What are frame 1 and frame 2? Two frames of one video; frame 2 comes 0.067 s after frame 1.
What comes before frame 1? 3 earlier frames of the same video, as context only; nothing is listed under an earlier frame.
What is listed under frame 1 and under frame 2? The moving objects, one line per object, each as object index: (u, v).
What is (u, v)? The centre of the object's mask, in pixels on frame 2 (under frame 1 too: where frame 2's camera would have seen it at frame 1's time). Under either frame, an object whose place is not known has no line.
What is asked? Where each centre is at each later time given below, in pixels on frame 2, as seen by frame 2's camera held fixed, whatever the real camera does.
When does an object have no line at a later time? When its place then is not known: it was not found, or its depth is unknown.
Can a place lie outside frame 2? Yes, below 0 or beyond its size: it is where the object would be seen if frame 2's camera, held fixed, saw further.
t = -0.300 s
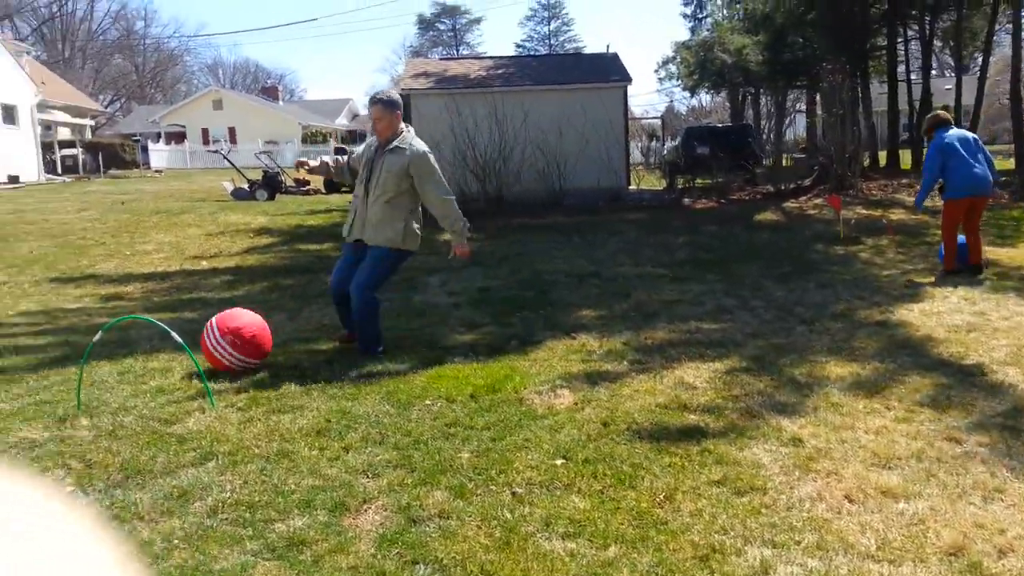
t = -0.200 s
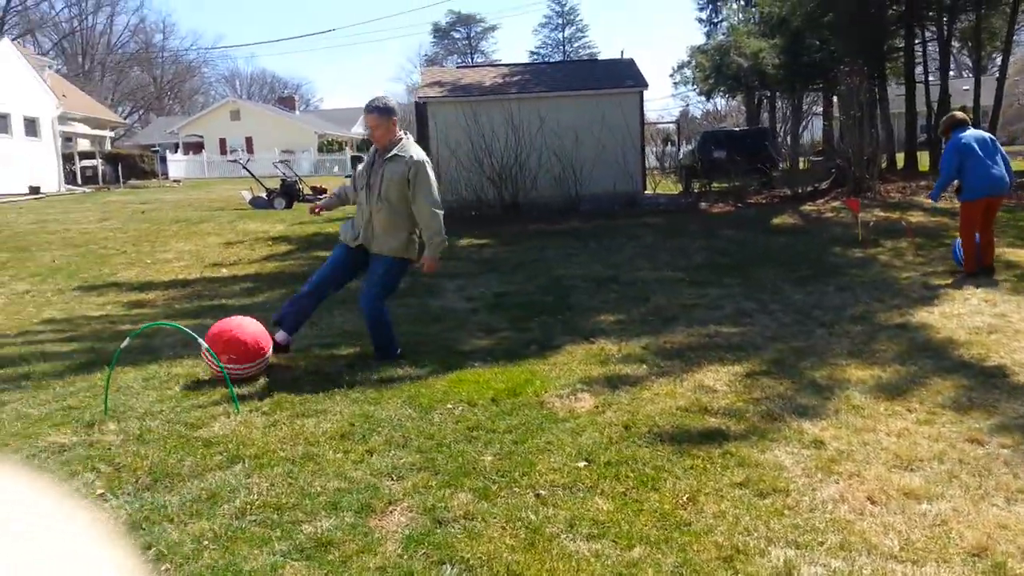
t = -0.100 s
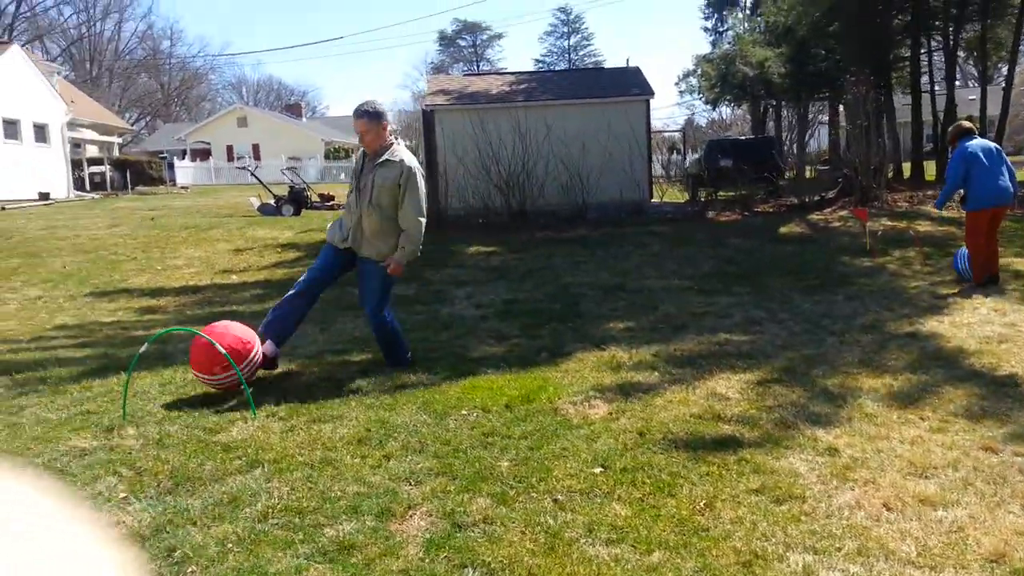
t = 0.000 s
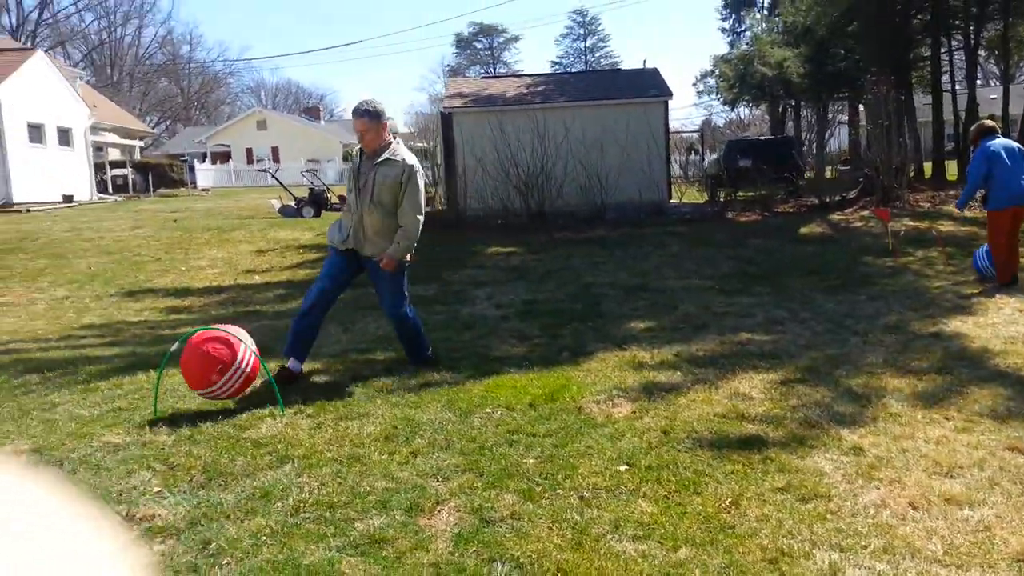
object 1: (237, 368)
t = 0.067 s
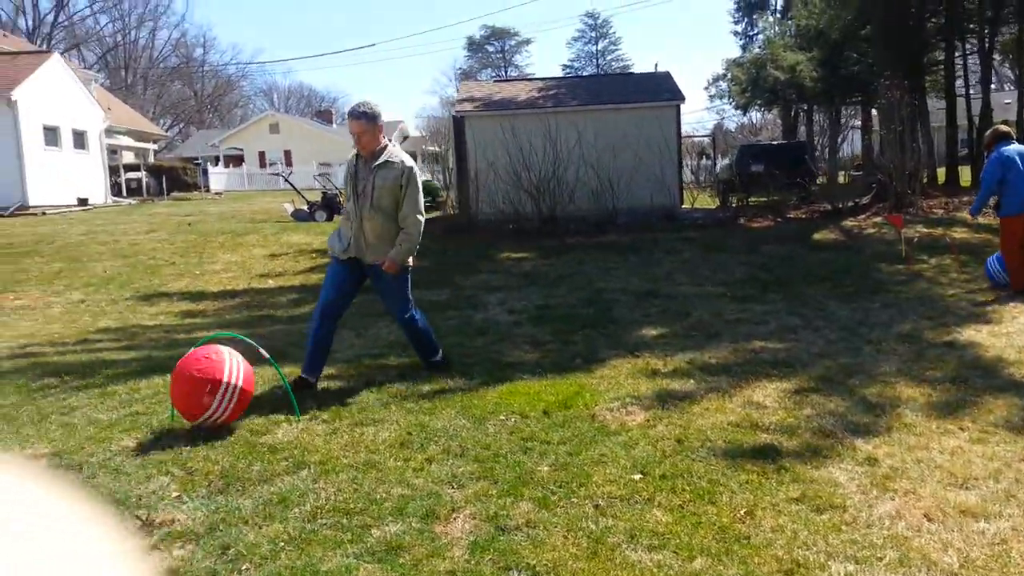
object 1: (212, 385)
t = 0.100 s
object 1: (198, 399)
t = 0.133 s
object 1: (184, 406)
